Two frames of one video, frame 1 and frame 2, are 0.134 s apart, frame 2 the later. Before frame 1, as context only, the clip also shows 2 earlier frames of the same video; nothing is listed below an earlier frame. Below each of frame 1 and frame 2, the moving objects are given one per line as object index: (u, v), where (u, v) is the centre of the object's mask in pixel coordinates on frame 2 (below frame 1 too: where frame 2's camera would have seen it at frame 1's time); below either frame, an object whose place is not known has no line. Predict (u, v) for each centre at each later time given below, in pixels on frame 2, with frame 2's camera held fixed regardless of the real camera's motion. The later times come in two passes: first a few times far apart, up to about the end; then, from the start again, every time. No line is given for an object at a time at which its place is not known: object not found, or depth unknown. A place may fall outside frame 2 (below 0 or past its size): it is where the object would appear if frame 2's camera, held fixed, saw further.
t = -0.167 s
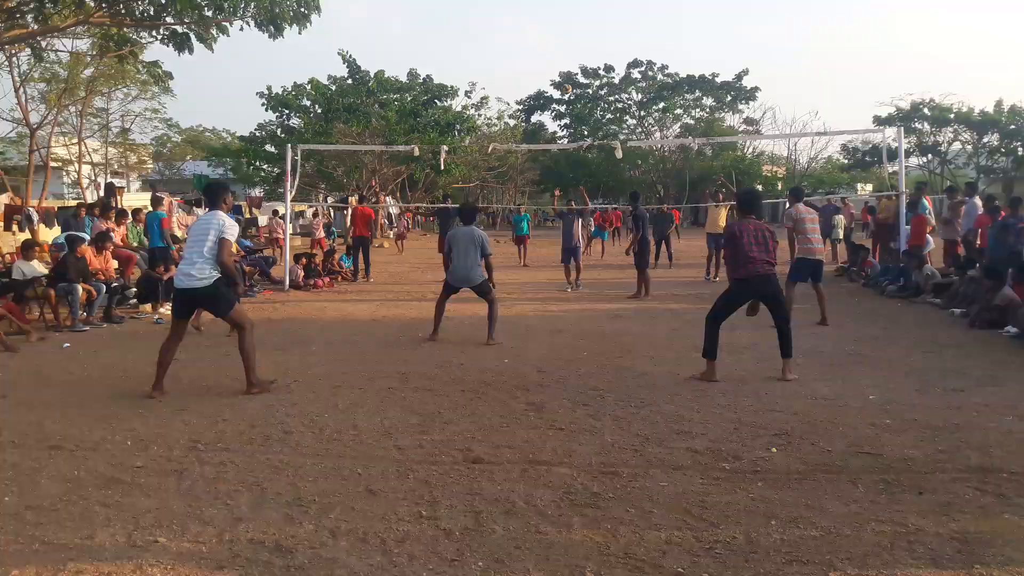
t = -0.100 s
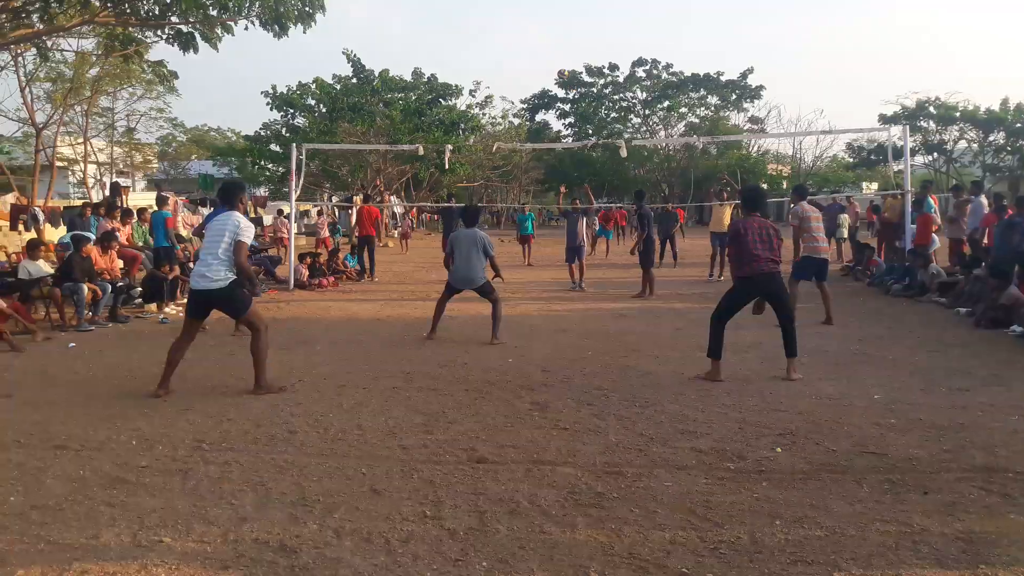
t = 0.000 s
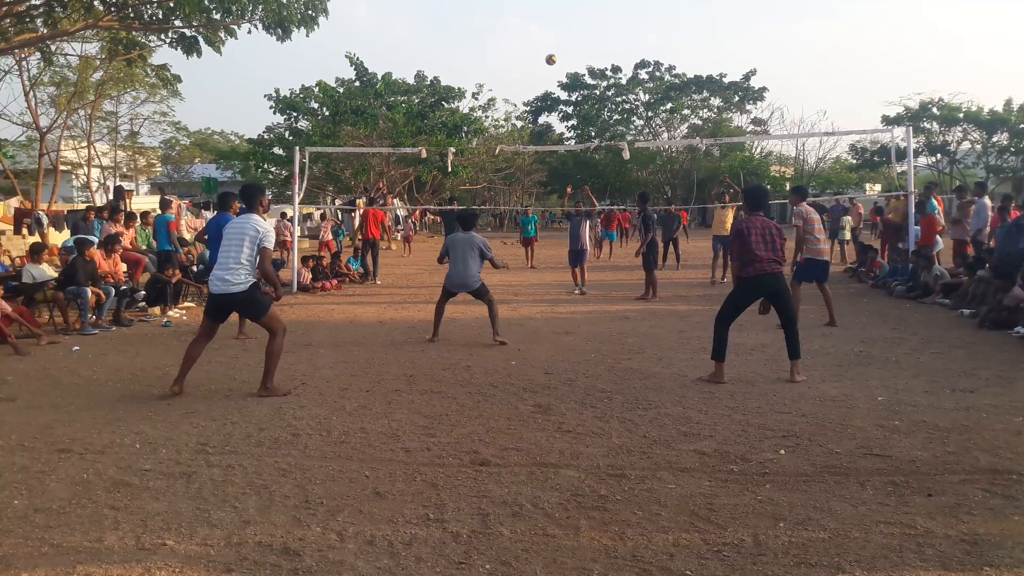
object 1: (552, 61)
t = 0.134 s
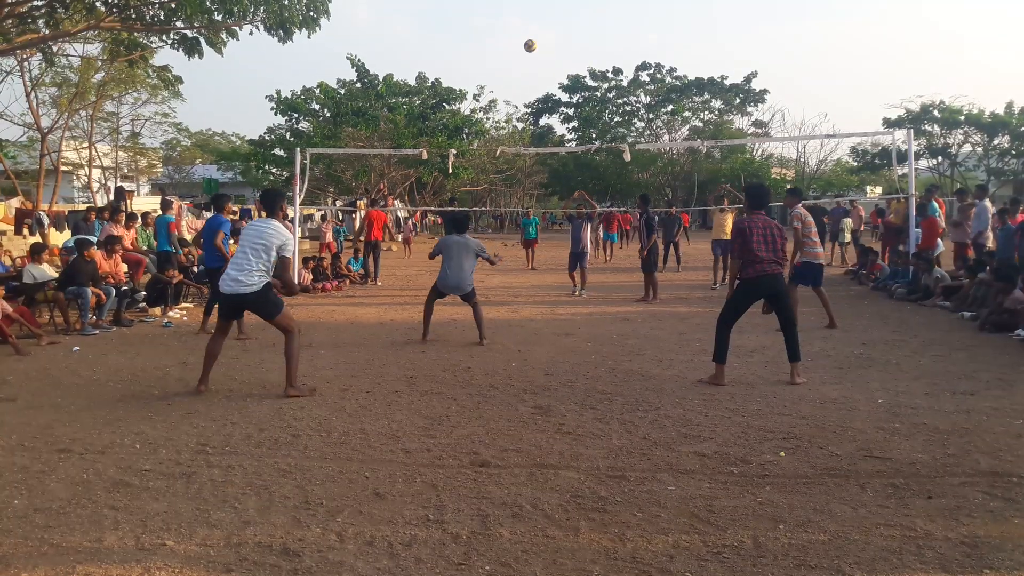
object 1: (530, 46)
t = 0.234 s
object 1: (510, 42)
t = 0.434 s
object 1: (461, 62)
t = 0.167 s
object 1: (523, 44)
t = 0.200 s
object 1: (517, 42)
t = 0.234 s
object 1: (510, 42)
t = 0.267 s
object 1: (503, 43)
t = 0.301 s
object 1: (495, 44)
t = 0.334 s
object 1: (487, 47)
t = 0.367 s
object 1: (479, 51)
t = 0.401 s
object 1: (469, 55)
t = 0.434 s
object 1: (461, 62)
